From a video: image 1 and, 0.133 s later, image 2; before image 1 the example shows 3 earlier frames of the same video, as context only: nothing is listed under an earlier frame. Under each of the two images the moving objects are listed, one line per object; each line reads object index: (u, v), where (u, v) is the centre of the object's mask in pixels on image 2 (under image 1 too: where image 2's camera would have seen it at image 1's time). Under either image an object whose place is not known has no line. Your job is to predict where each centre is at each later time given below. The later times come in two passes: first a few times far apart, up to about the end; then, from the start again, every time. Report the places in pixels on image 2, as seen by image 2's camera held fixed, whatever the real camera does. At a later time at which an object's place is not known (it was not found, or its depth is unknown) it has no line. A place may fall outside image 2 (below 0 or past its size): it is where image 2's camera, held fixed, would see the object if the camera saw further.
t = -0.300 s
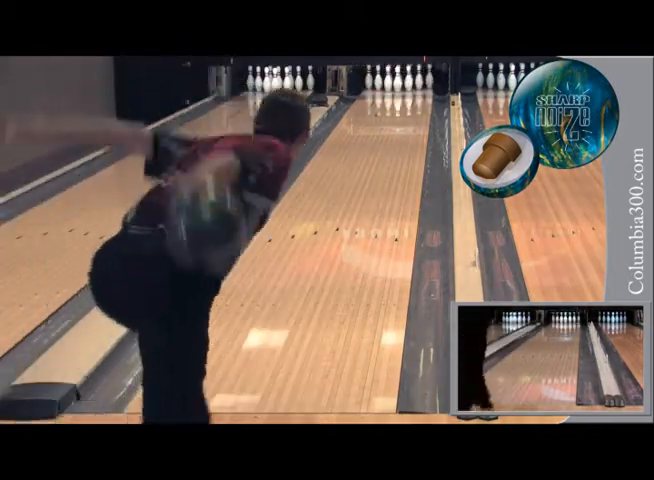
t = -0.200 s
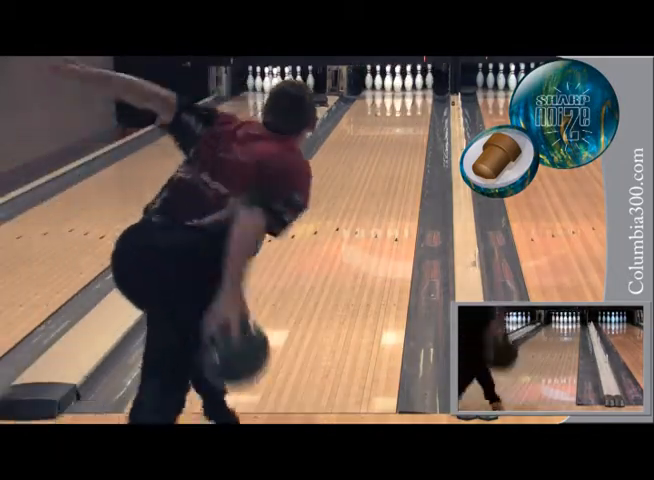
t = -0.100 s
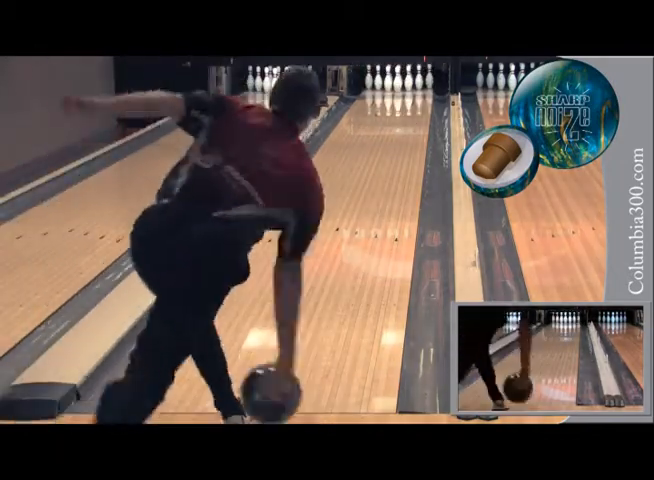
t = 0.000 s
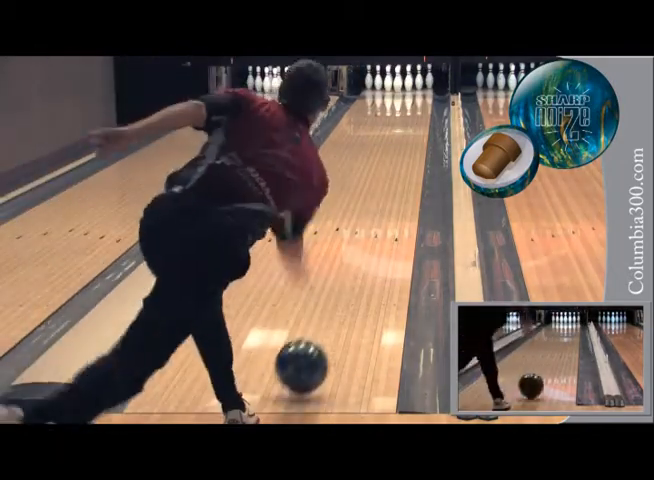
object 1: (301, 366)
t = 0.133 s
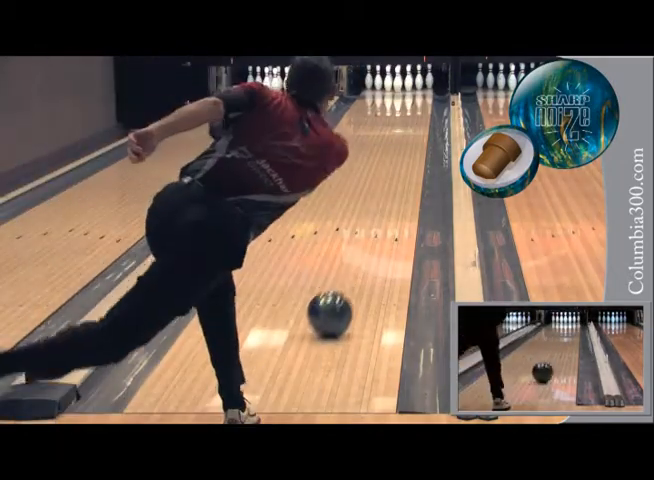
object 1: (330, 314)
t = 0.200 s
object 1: (341, 291)
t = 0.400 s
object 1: (366, 239)
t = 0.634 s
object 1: (386, 197)
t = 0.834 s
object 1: (398, 171)
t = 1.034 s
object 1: (406, 150)
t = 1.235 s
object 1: (412, 134)
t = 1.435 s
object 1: (416, 120)
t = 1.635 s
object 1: (417, 110)
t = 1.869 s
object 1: (416, 99)
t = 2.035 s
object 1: (411, 94)
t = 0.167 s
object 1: (335, 302)
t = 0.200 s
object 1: (341, 291)
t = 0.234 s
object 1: (346, 281)
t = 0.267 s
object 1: (350, 272)
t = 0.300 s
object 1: (355, 263)
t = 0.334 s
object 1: (359, 255)
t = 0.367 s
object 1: (363, 247)
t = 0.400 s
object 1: (366, 239)
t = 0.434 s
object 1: (370, 232)
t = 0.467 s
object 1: (373, 225)
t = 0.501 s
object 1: (376, 219)
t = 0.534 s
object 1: (375, 218)
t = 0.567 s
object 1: (385, 206)
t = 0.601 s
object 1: (384, 202)
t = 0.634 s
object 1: (386, 197)
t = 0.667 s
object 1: (388, 192)
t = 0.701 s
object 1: (391, 187)
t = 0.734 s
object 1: (392, 183)
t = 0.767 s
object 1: (394, 178)
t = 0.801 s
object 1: (396, 174)
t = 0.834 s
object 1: (398, 171)
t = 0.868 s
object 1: (400, 167)
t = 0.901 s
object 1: (401, 163)
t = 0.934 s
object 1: (402, 160)
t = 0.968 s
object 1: (404, 156)
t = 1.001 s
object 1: (405, 153)
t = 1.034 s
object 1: (406, 150)
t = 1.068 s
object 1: (407, 147)
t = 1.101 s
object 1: (408, 144)
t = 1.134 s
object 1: (409, 141)
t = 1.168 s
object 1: (410, 139)
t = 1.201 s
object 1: (411, 137)
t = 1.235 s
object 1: (412, 134)
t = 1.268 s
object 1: (413, 132)
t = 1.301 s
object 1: (414, 129)
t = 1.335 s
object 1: (414, 127)
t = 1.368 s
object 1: (415, 125)
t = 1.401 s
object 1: (415, 123)
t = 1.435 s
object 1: (416, 120)
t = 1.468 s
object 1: (416, 118)
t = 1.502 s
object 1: (417, 117)
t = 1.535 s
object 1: (417, 115)
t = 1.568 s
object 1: (417, 113)
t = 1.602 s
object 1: (417, 111)
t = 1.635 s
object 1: (417, 110)
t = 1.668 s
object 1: (417, 108)
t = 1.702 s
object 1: (417, 106)
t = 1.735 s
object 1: (417, 104)
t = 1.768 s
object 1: (417, 102)
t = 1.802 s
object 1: (417, 102)
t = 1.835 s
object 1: (416, 100)
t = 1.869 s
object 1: (416, 99)
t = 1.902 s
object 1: (415, 98)
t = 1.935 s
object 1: (414, 97)
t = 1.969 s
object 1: (413, 96)
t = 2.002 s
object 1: (412, 95)
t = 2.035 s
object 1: (411, 94)
